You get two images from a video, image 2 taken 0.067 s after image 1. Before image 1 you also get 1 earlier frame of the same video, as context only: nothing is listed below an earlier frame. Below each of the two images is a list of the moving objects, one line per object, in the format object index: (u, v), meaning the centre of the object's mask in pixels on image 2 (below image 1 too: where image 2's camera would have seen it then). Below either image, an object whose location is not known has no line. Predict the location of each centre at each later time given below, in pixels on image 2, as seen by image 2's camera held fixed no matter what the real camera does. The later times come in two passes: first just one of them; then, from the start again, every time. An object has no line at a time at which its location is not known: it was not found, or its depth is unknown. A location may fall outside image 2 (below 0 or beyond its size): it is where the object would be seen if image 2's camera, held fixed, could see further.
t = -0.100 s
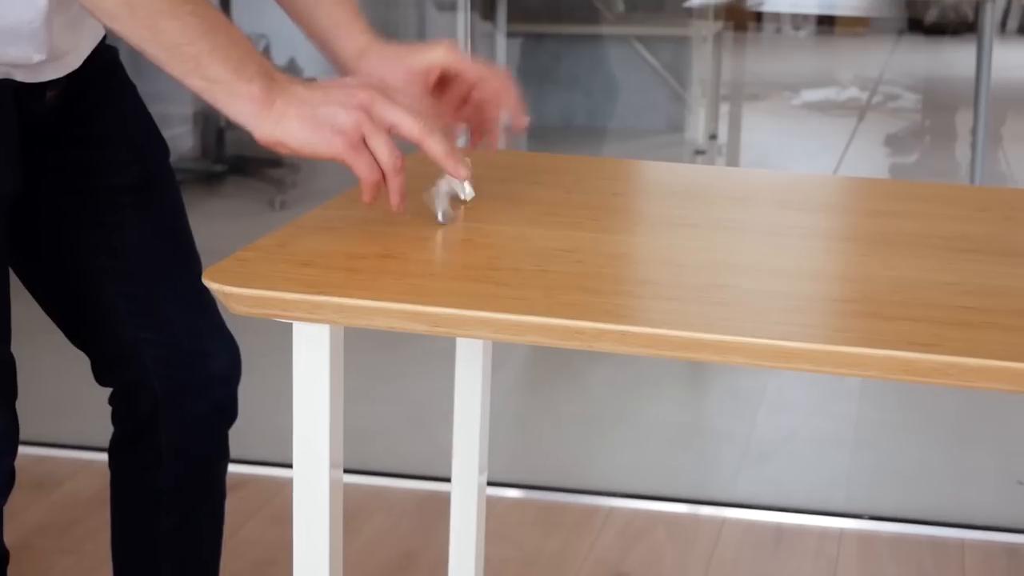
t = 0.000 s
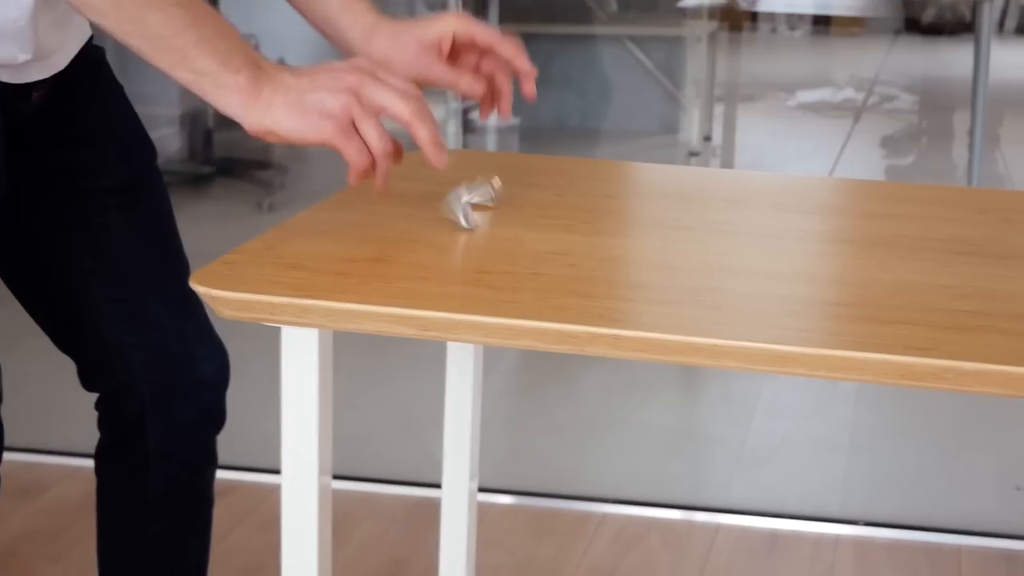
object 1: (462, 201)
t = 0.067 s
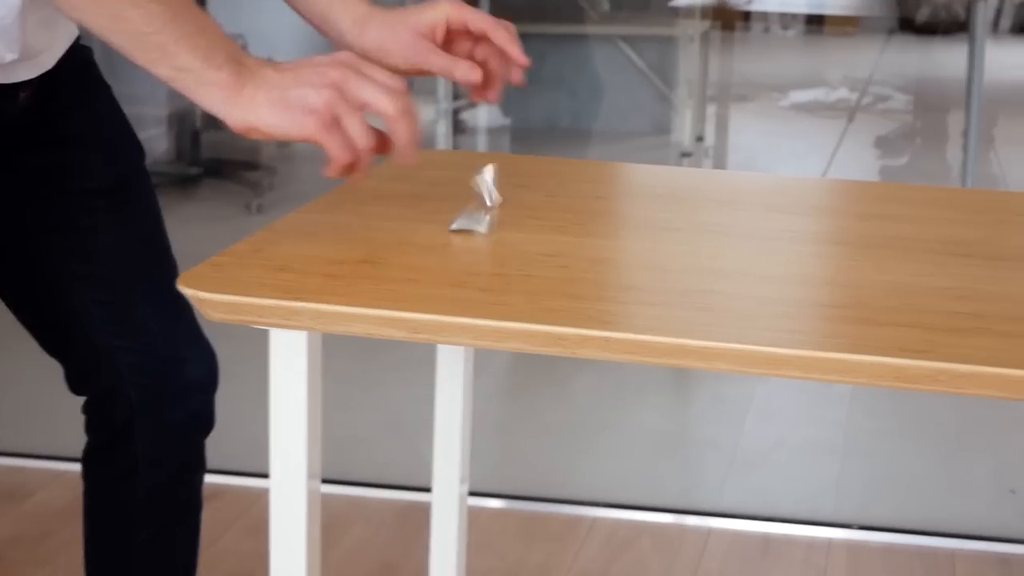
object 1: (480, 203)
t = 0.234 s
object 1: (528, 209)
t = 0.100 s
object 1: (486, 204)
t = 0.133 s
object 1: (501, 200)
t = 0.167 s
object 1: (512, 203)
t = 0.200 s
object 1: (519, 201)
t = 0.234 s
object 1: (528, 209)
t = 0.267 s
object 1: (538, 205)
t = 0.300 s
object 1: (552, 206)
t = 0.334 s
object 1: (559, 205)
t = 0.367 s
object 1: (568, 212)
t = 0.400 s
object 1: (576, 211)
